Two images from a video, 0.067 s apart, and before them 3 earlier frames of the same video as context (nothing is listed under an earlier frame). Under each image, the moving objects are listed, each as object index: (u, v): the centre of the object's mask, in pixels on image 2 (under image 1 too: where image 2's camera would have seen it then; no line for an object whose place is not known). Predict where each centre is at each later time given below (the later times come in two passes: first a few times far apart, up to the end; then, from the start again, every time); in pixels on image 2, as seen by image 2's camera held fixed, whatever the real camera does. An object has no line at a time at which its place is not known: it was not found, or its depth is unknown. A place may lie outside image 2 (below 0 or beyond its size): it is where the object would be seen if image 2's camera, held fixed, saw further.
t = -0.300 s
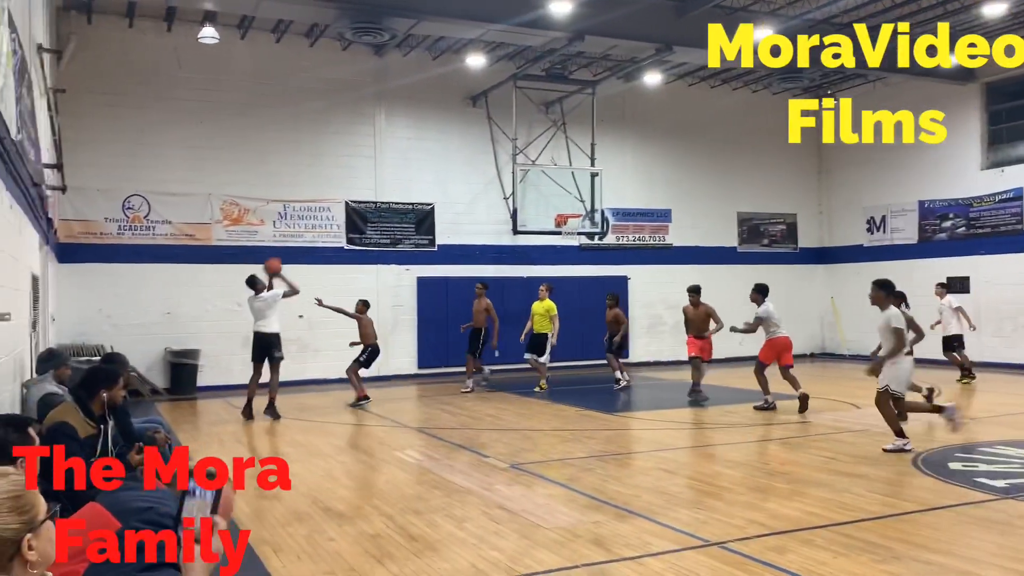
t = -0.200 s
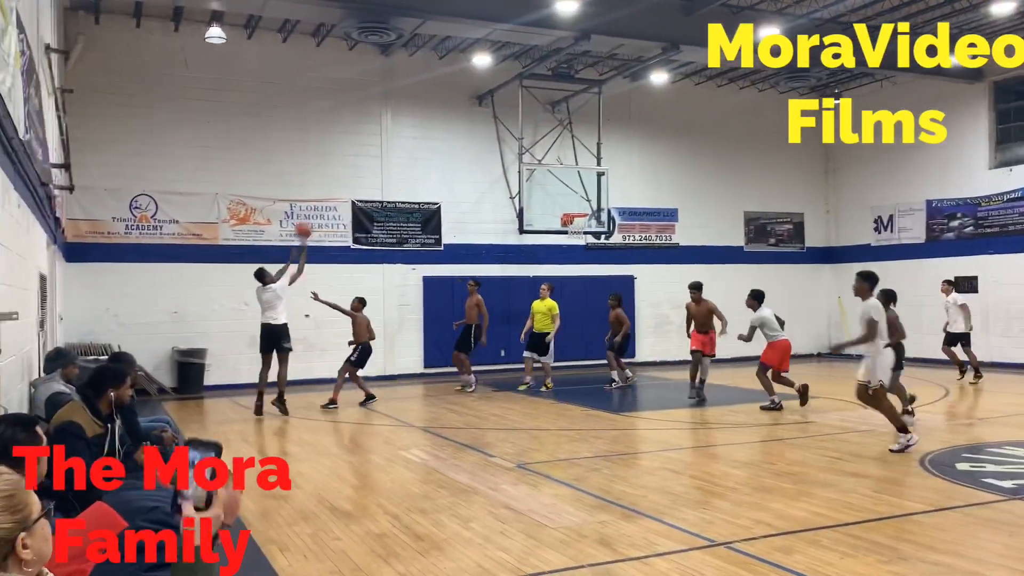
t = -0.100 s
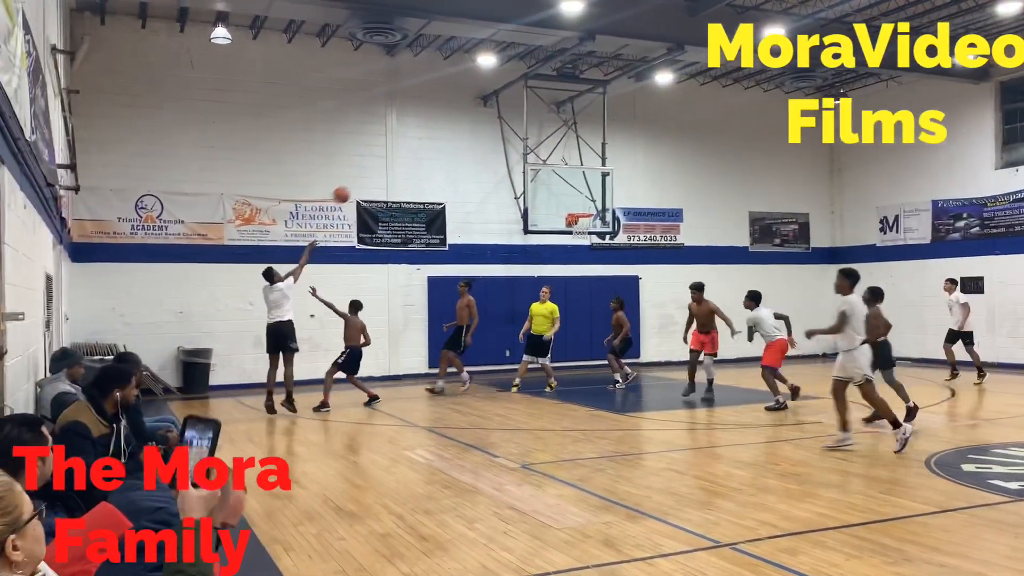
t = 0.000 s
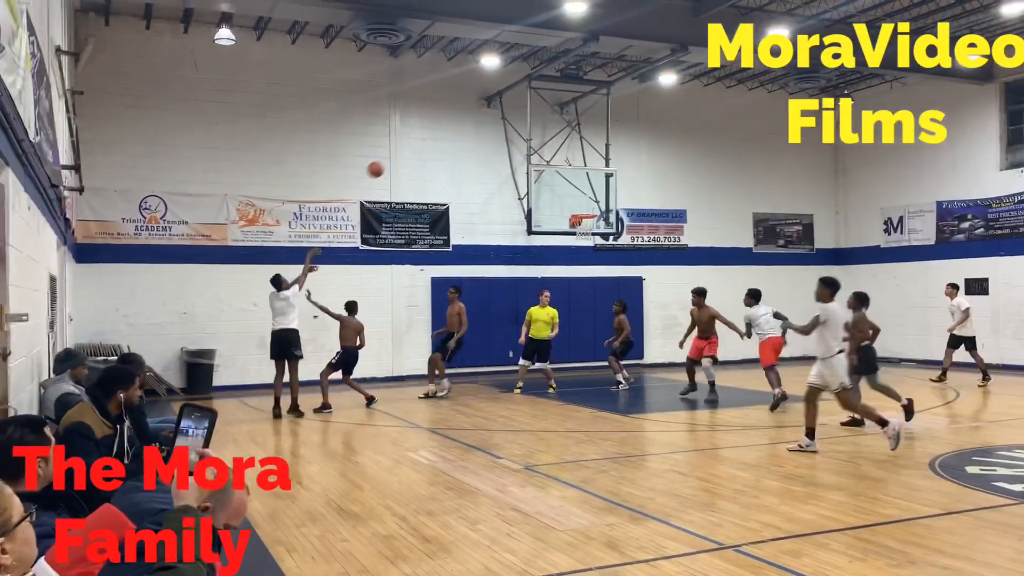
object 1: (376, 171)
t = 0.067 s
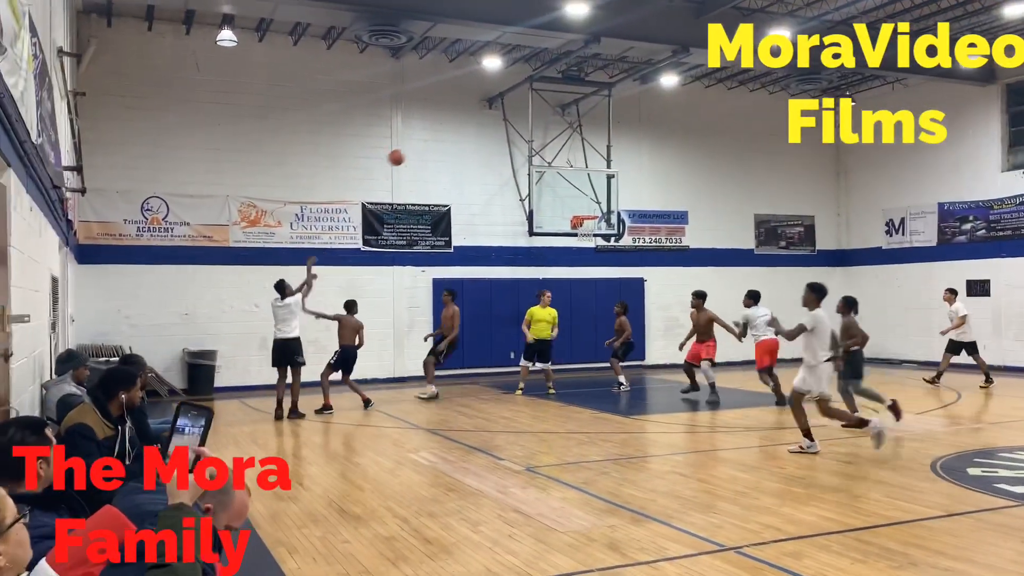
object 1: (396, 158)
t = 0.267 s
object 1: (448, 138)
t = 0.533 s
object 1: (508, 150)
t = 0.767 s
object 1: (553, 190)
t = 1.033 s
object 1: (558, 185)
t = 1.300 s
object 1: (554, 177)
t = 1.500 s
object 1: (551, 196)
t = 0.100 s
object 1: (405, 152)
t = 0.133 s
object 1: (414, 148)
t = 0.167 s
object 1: (423, 144)
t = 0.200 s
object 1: (431, 142)
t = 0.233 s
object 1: (440, 140)
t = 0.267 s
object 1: (448, 138)
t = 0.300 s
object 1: (456, 137)
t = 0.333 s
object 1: (464, 137)
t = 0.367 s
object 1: (472, 138)
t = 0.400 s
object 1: (479, 139)
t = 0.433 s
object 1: (487, 141)
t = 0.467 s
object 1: (494, 143)
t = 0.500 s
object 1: (501, 147)
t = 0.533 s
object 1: (508, 150)
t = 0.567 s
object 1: (515, 154)
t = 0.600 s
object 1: (521, 159)
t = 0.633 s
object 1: (529, 164)
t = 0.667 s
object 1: (534, 169)
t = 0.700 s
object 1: (541, 176)
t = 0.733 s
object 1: (547, 182)
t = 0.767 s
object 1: (553, 190)
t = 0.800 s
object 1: (559, 197)
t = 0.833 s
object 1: (566, 205)
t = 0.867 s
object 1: (570, 211)
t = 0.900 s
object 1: (567, 205)
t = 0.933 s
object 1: (563, 199)
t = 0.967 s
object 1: (560, 193)
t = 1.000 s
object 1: (559, 189)
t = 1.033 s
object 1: (558, 185)
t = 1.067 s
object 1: (558, 182)
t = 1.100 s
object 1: (557, 180)
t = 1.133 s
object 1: (557, 178)
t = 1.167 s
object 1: (556, 177)
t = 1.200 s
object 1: (556, 176)
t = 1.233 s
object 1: (555, 176)
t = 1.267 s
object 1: (554, 176)
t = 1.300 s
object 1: (554, 177)
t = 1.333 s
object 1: (554, 179)
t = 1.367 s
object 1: (553, 181)
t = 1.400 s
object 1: (552, 184)
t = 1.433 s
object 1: (552, 187)
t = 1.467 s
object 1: (551, 191)
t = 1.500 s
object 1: (551, 196)
